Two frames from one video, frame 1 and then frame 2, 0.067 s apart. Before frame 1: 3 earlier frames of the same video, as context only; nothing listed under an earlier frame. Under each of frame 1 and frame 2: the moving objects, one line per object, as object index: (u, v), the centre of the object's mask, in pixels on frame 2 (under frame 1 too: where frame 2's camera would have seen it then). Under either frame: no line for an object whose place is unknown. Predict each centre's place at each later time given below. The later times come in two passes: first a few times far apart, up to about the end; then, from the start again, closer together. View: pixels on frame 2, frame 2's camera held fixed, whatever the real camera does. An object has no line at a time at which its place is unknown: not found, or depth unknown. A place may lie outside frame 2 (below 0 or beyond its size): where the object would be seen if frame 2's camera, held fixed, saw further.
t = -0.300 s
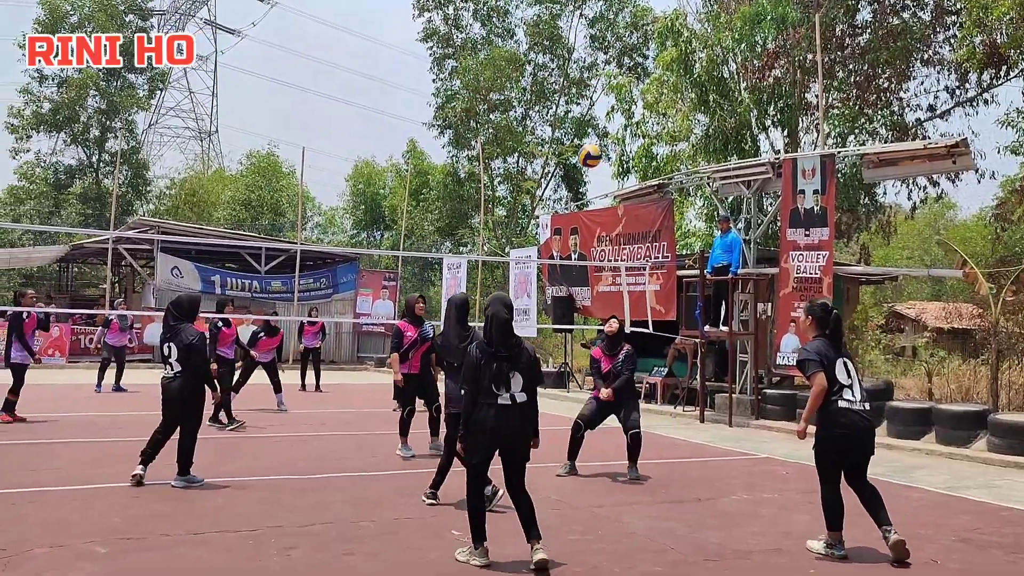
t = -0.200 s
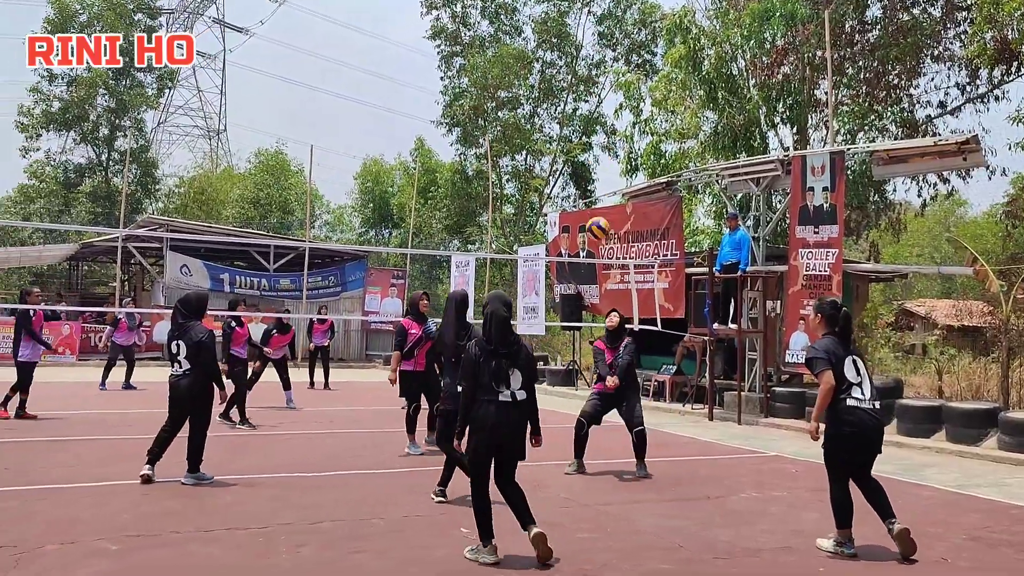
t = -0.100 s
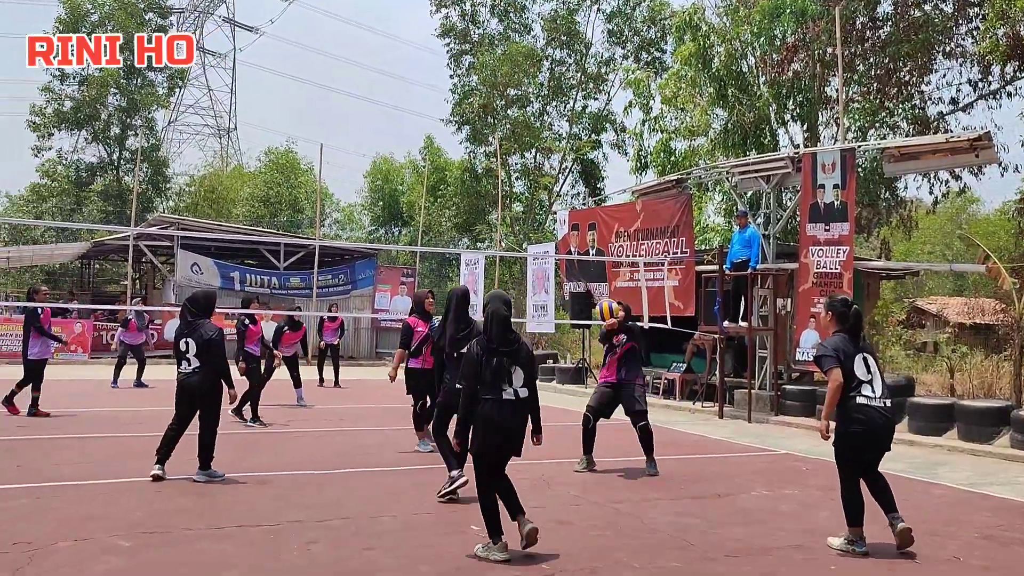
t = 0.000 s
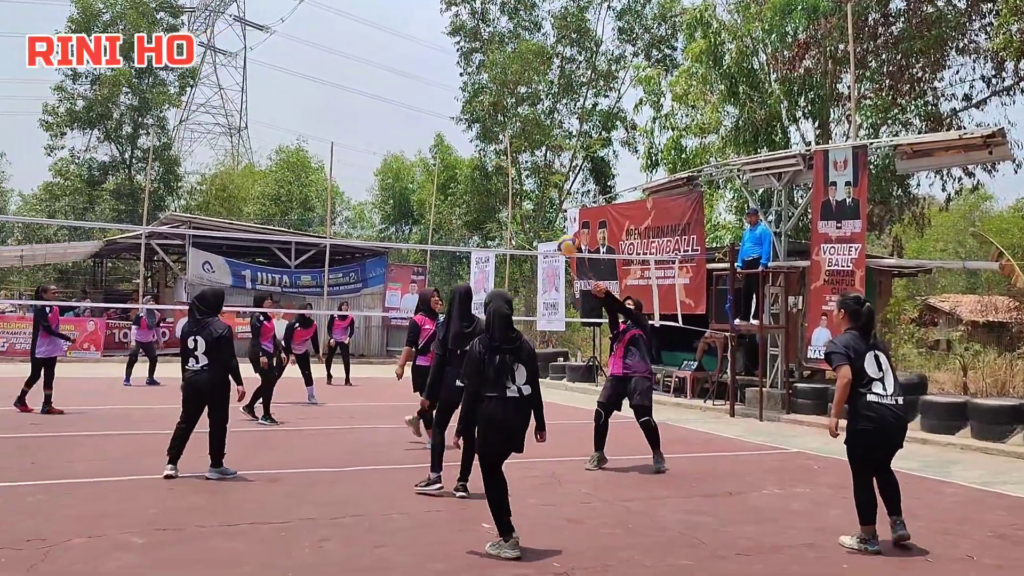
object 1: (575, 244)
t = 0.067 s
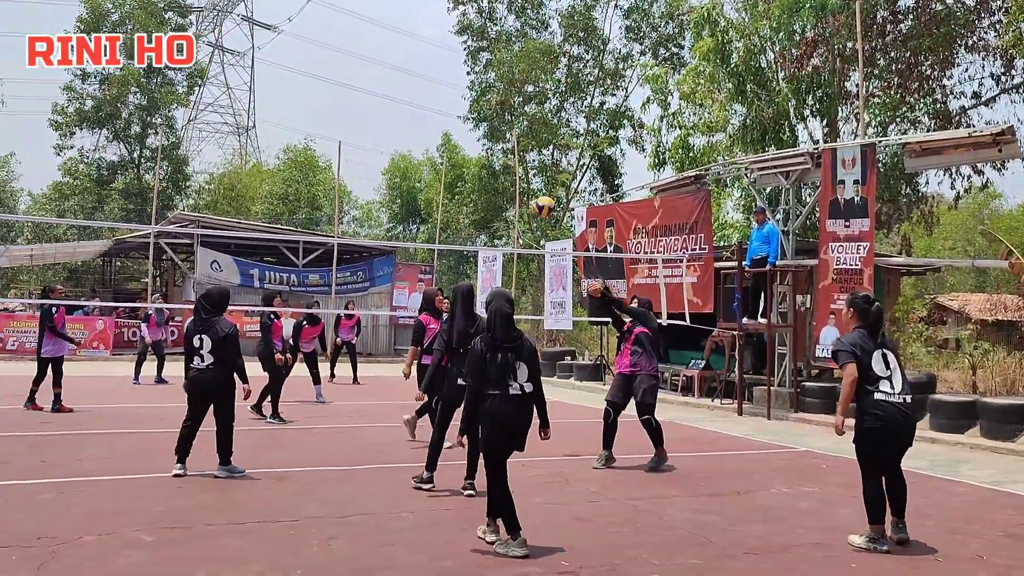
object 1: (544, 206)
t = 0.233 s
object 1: (475, 144)
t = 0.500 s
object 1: (389, 112)
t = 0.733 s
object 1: (330, 133)
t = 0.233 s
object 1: (475, 144)
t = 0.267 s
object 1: (463, 136)
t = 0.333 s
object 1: (440, 124)
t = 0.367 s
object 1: (429, 119)
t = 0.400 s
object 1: (419, 116)
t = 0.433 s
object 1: (409, 114)
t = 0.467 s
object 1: (399, 113)
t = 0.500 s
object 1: (389, 112)
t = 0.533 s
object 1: (379, 113)
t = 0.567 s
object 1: (371, 115)
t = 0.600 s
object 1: (362, 117)
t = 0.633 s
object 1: (354, 120)
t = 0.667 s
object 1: (345, 125)
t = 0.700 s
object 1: (337, 129)
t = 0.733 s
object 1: (330, 133)
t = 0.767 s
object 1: (322, 139)
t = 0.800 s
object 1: (315, 145)
